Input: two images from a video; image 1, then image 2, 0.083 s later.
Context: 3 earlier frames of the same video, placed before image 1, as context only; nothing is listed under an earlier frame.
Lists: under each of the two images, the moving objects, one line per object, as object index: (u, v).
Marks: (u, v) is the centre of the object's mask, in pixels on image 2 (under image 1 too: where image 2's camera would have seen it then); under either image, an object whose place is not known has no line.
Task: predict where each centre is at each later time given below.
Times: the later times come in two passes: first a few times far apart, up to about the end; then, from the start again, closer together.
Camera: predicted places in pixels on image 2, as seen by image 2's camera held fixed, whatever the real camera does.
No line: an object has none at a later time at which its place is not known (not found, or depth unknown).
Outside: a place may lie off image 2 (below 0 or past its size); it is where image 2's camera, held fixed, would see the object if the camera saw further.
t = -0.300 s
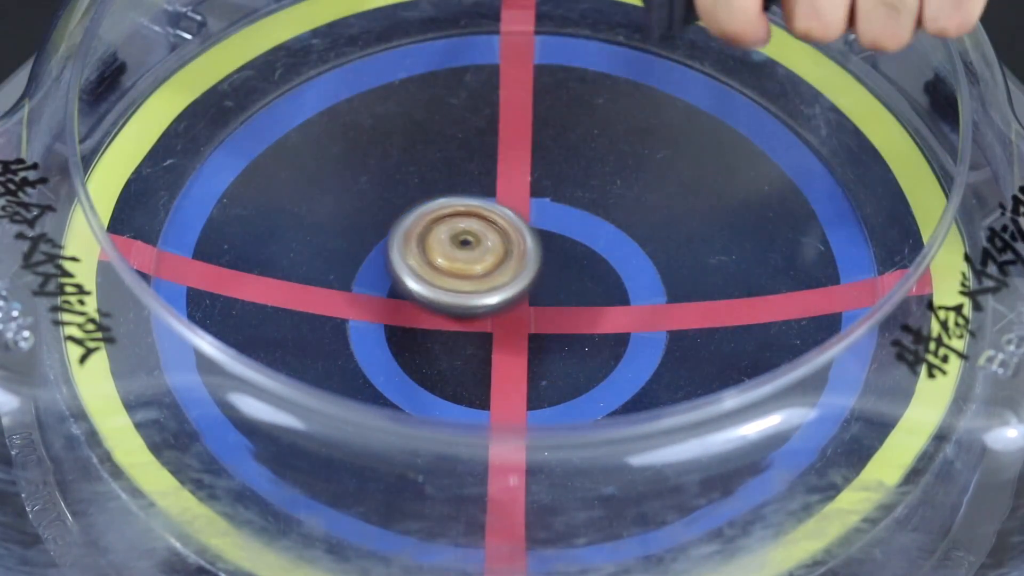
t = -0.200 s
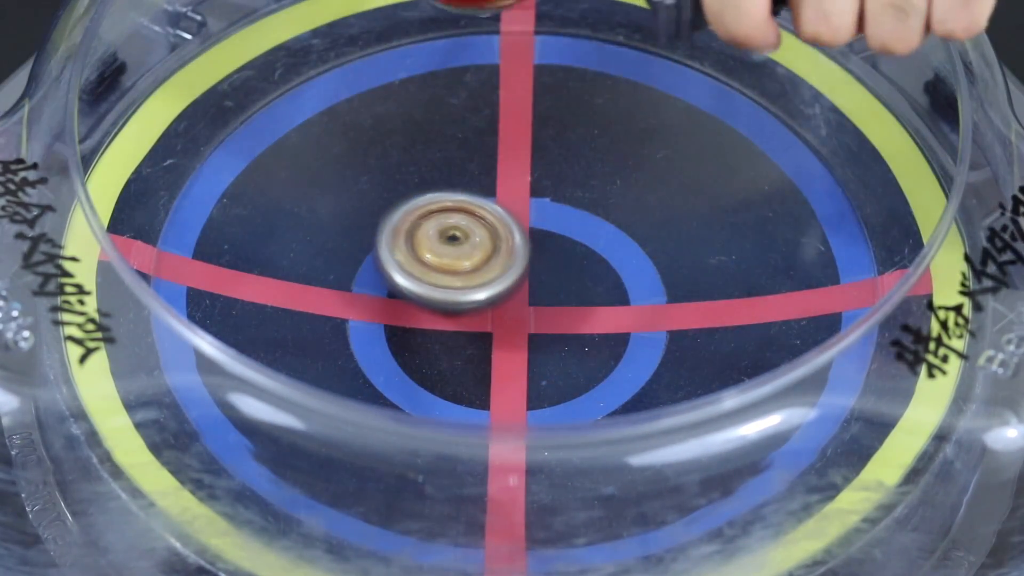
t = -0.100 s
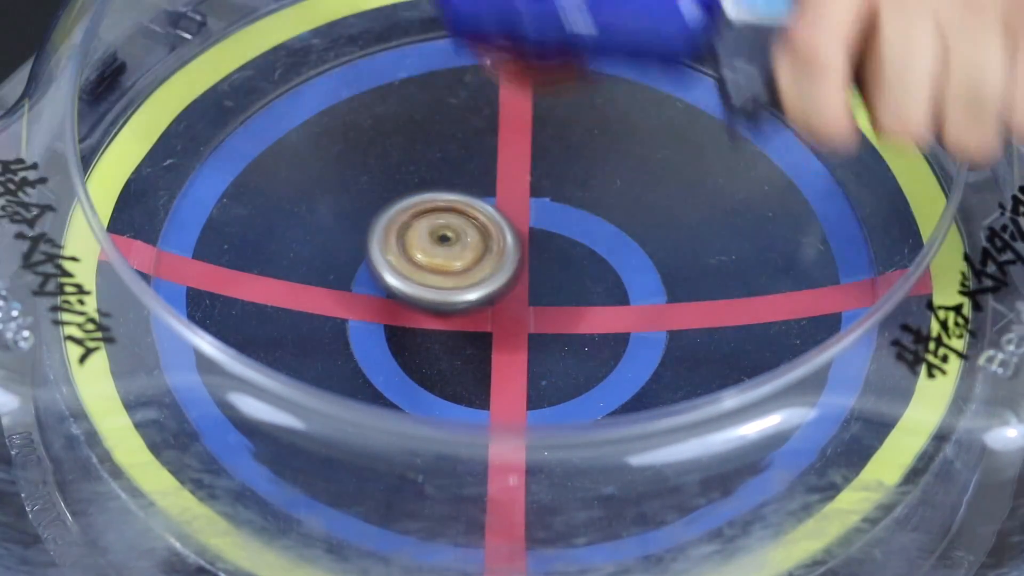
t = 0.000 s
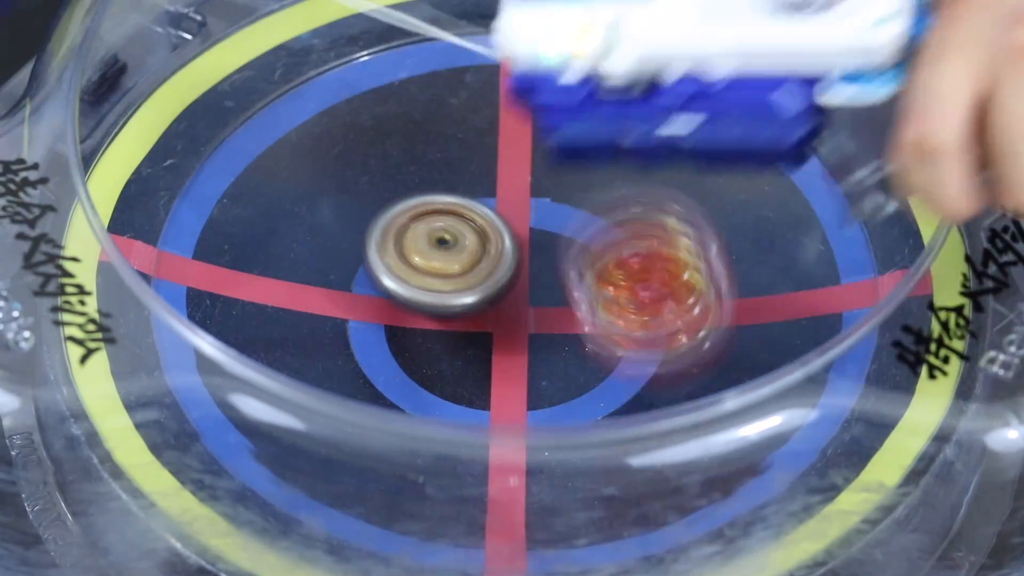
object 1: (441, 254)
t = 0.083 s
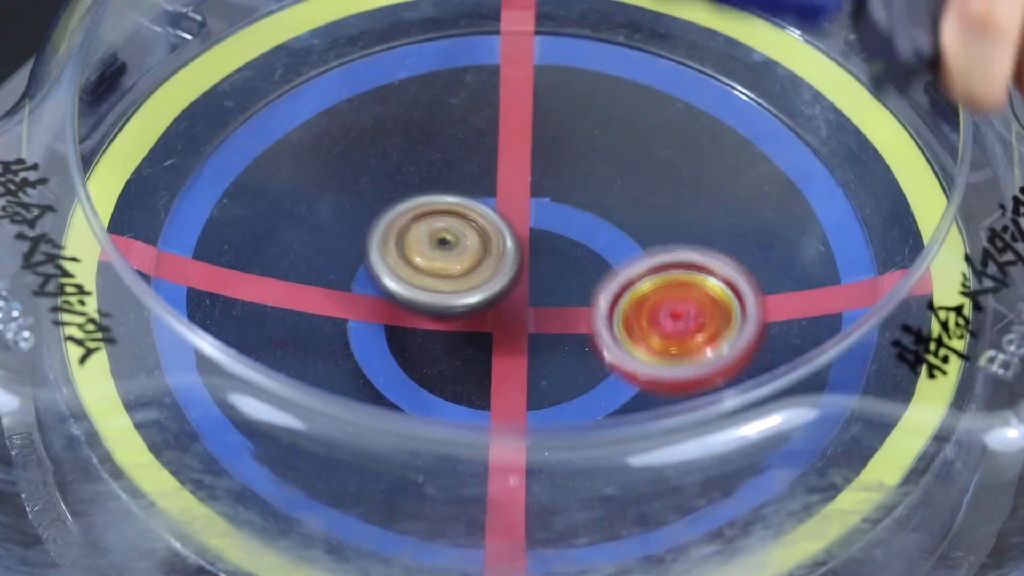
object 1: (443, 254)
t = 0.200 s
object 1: (450, 251)
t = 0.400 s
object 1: (479, 245)
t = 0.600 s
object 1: (479, 54)
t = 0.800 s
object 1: (439, 87)
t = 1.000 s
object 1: (425, 173)
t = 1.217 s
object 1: (403, 210)
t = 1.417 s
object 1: (413, 238)
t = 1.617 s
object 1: (497, 251)
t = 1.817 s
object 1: (564, 225)
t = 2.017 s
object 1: (501, 97)
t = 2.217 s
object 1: (466, 134)
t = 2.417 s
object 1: (468, 194)
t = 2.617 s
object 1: (499, 242)
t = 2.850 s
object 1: (603, 225)
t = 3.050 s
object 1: (608, 230)
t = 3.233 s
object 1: (622, 227)
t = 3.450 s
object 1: (624, 230)
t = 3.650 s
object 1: (600, 263)
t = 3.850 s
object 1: (591, 287)
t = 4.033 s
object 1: (707, 252)
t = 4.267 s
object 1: (646, 246)
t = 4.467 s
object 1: (590, 249)
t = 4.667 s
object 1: (595, 247)
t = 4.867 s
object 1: (563, 250)
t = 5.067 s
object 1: (551, 255)
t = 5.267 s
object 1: (574, 251)
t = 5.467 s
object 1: (601, 256)
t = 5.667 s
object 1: (575, 250)
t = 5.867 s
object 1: (589, 254)
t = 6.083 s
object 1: (611, 270)
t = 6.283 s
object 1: (577, 271)
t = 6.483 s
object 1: (550, 274)
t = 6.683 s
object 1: (564, 310)
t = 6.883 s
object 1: (558, 318)
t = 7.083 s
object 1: (541, 312)
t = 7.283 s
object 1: (527, 314)
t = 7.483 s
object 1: (521, 314)
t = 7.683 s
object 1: (504, 326)
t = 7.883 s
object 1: (504, 302)
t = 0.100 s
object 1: (444, 254)
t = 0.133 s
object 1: (445, 253)
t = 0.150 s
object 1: (446, 253)
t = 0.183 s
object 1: (448, 251)
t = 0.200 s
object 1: (450, 251)
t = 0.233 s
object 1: (455, 250)
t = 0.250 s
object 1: (458, 249)
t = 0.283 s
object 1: (464, 248)
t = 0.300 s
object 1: (466, 246)
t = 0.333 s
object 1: (471, 245)
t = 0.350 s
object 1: (473, 245)
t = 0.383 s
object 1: (477, 246)
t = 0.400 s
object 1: (479, 245)
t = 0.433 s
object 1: (480, 216)
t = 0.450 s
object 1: (479, 191)
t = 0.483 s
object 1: (478, 145)
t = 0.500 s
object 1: (478, 125)
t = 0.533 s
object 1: (479, 91)
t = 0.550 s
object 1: (479, 78)
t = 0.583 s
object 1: (479, 60)
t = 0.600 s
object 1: (479, 54)
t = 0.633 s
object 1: (476, 50)
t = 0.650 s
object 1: (473, 50)
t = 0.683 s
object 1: (465, 53)
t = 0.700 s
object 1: (461, 55)
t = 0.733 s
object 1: (453, 63)
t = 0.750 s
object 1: (450, 68)
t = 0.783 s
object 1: (443, 81)
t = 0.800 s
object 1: (439, 87)
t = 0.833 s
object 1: (434, 101)
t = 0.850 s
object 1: (431, 109)
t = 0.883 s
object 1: (427, 124)
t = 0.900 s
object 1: (426, 132)
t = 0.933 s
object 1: (424, 146)
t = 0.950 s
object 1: (423, 153)
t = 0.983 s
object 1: (424, 166)
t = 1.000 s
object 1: (425, 173)
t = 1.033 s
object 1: (427, 184)
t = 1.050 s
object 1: (428, 190)
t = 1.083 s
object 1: (432, 199)
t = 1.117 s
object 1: (436, 206)
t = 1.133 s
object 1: (428, 205)
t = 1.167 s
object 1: (412, 206)
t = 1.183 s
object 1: (407, 207)
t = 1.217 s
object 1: (403, 210)
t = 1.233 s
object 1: (402, 212)
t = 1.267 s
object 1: (395, 214)
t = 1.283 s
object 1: (393, 215)
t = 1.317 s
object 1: (392, 219)
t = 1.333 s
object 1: (393, 223)
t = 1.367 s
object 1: (402, 230)
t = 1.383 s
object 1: (407, 234)
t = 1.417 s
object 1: (413, 238)
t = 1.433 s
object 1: (417, 239)
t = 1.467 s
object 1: (429, 243)
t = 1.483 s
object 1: (435, 245)
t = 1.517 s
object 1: (451, 248)
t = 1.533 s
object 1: (458, 250)
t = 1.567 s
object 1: (473, 251)
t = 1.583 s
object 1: (481, 252)
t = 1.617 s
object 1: (497, 251)
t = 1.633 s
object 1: (505, 250)
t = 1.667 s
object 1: (519, 247)
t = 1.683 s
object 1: (526, 245)
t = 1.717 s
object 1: (538, 240)
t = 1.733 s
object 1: (543, 238)
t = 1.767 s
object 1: (553, 233)
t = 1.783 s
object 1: (556, 230)
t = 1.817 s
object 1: (564, 225)
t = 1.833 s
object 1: (566, 222)
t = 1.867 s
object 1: (568, 213)
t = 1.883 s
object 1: (562, 197)
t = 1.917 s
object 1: (543, 161)
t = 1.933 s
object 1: (533, 148)
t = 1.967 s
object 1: (518, 121)
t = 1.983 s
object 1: (511, 112)
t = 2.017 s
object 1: (501, 97)
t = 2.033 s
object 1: (496, 95)
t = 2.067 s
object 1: (489, 94)
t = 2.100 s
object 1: (483, 100)
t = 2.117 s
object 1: (480, 104)
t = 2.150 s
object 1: (474, 113)
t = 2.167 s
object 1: (472, 118)
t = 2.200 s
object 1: (467, 129)
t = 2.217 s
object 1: (466, 134)
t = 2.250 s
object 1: (463, 146)
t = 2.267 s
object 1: (463, 151)
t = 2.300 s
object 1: (462, 161)
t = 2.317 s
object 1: (463, 166)
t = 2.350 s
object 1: (465, 176)
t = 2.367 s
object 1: (465, 180)
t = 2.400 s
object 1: (466, 190)
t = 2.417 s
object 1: (468, 194)
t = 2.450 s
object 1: (473, 203)
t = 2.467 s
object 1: (474, 208)
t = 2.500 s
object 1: (479, 217)
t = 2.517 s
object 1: (482, 221)
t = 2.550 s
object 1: (488, 229)
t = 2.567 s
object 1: (492, 232)
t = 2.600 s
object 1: (497, 239)
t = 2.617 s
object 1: (499, 242)
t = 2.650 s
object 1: (513, 240)
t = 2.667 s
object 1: (527, 235)
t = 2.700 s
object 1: (553, 227)
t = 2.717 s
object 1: (565, 224)
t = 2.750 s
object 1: (582, 220)
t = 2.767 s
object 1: (589, 220)
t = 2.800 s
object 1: (597, 221)
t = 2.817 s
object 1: (600, 223)
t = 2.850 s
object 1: (603, 225)
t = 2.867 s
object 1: (603, 227)
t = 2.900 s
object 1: (604, 228)
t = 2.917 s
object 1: (604, 228)
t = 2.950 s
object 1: (604, 229)
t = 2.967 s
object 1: (604, 229)
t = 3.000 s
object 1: (606, 229)
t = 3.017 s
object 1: (606, 230)
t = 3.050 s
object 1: (608, 230)
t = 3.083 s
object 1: (611, 231)
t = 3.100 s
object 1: (611, 232)
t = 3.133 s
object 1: (612, 233)
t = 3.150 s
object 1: (613, 234)
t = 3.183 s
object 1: (614, 234)
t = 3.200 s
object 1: (615, 234)
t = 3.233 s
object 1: (622, 227)
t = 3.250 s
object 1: (625, 224)
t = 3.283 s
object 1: (629, 220)
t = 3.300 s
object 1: (631, 219)
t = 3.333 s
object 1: (632, 219)
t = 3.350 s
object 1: (632, 219)
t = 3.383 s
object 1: (632, 222)
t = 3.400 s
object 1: (631, 223)
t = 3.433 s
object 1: (626, 228)
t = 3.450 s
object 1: (624, 230)
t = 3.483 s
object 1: (620, 236)
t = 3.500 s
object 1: (617, 238)
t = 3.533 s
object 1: (613, 243)
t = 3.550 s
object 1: (611, 246)
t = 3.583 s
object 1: (607, 252)
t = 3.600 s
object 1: (605, 255)
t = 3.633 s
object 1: (601, 261)
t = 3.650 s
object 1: (600, 263)
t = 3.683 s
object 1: (597, 269)
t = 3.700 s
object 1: (595, 272)
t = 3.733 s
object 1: (594, 275)
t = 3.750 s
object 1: (593, 278)
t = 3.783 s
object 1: (592, 282)
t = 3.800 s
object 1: (591, 283)
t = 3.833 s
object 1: (590, 286)
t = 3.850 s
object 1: (591, 287)
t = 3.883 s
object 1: (591, 289)
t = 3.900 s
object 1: (603, 286)
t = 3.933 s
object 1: (644, 274)
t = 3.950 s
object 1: (662, 269)
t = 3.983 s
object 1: (688, 260)
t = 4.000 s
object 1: (697, 257)
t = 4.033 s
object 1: (707, 252)
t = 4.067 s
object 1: (707, 251)
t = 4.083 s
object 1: (704, 250)
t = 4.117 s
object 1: (696, 249)
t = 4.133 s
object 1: (691, 249)
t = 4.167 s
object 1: (680, 248)
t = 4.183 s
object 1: (674, 248)
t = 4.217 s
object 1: (664, 247)
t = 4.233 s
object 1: (658, 247)
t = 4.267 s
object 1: (646, 246)
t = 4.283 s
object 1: (640, 246)
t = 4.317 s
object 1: (630, 246)
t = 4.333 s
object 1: (625, 246)
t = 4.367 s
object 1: (614, 246)
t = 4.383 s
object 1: (610, 246)
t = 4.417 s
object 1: (601, 247)
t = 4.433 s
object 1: (597, 248)
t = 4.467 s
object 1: (590, 249)
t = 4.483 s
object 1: (586, 249)
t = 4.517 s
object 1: (578, 251)
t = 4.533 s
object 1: (585, 249)
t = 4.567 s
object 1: (597, 247)
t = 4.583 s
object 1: (600, 246)
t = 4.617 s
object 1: (602, 246)
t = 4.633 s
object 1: (600, 247)
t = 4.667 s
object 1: (595, 247)
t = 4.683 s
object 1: (592, 247)
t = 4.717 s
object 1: (586, 247)
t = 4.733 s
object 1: (583, 247)
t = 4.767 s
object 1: (578, 249)
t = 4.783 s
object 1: (576, 249)
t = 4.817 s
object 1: (572, 249)
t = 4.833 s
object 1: (569, 249)
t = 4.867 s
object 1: (563, 250)
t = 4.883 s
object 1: (559, 251)
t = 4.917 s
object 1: (554, 252)
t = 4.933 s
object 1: (552, 252)
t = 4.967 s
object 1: (552, 253)
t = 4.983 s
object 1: (553, 254)
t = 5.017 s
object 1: (553, 255)
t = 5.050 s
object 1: (552, 255)
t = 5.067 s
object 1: (551, 255)
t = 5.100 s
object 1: (557, 254)
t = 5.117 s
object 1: (565, 254)
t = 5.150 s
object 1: (575, 254)
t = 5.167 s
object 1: (577, 254)
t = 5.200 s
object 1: (577, 253)
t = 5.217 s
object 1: (576, 252)
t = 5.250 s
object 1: (575, 252)
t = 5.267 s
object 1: (574, 251)
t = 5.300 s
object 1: (574, 250)
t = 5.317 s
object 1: (573, 249)
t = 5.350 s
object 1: (580, 249)
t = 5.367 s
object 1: (588, 252)
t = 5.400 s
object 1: (600, 255)
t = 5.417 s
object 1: (602, 256)
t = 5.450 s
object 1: (603, 255)
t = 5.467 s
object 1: (601, 256)
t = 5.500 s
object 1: (598, 255)
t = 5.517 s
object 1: (596, 254)
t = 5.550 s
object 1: (590, 252)
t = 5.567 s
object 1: (588, 252)
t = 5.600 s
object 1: (584, 252)
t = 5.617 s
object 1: (582, 252)
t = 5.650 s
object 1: (577, 250)
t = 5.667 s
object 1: (575, 250)
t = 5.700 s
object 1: (570, 250)
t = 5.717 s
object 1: (568, 251)
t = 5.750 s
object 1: (565, 251)
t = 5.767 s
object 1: (564, 252)
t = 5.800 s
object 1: (563, 252)
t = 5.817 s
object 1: (562, 252)
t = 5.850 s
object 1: (577, 251)
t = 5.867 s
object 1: (589, 254)
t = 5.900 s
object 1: (610, 259)
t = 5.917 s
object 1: (618, 261)
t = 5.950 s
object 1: (624, 264)
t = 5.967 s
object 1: (624, 266)
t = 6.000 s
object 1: (623, 268)
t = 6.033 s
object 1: (619, 269)
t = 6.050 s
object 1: (616, 269)
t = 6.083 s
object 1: (611, 270)
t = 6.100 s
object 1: (609, 269)
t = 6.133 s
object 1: (603, 269)
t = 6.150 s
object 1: (600, 269)
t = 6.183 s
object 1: (594, 270)
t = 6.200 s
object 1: (592, 270)
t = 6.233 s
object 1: (586, 270)
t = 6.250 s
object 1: (583, 270)
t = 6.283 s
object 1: (577, 271)
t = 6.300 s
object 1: (575, 271)
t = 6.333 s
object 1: (570, 272)
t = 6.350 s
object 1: (567, 271)
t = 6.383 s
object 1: (562, 272)
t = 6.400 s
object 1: (560, 273)
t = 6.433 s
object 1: (556, 273)
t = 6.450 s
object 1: (554, 274)
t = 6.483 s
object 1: (550, 274)
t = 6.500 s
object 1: (548, 274)
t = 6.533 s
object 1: (555, 283)
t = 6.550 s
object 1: (558, 288)
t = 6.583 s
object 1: (562, 297)
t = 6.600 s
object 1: (563, 300)
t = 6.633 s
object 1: (564, 306)
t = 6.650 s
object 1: (564, 308)
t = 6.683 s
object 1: (564, 310)
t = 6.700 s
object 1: (563, 311)
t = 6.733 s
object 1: (562, 311)
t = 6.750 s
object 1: (560, 311)
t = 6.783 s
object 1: (557, 310)
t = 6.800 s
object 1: (559, 312)
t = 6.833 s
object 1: (560, 316)
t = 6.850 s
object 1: (560, 317)
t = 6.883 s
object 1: (558, 318)
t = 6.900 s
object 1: (557, 318)
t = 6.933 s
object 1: (555, 317)
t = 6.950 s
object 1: (553, 316)
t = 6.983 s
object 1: (551, 314)
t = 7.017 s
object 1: (546, 311)
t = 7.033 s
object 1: (544, 310)
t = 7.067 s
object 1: (542, 309)
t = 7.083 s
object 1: (541, 312)
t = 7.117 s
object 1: (541, 318)
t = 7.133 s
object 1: (540, 319)
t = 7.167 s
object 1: (537, 320)
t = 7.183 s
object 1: (536, 320)
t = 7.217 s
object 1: (533, 319)
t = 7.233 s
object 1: (532, 317)
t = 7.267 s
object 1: (528, 315)
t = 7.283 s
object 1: (527, 314)
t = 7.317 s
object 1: (526, 310)
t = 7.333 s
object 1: (525, 311)
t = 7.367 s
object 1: (524, 310)
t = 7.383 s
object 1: (524, 311)
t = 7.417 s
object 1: (524, 313)
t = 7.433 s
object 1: (523, 314)
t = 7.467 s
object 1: (522, 314)
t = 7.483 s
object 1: (521, 314)
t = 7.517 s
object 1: (519, 312)
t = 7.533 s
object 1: (519, 311)
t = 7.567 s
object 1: (516, 314)
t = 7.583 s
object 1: (513, 319)
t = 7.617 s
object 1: (509, 324)
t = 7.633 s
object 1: (507, 325)
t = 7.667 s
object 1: (505, 325)
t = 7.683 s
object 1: (504, 326)
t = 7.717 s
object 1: (503, 323)
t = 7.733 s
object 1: (503, 322)
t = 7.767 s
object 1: (503, 318)
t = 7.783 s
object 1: (503, 316)
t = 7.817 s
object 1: (504, 311)
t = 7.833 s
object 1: (504, 309)
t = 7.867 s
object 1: (504, 304)
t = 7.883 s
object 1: (504, 302)
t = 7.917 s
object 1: (489, 314)
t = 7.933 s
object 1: (479, 323)
